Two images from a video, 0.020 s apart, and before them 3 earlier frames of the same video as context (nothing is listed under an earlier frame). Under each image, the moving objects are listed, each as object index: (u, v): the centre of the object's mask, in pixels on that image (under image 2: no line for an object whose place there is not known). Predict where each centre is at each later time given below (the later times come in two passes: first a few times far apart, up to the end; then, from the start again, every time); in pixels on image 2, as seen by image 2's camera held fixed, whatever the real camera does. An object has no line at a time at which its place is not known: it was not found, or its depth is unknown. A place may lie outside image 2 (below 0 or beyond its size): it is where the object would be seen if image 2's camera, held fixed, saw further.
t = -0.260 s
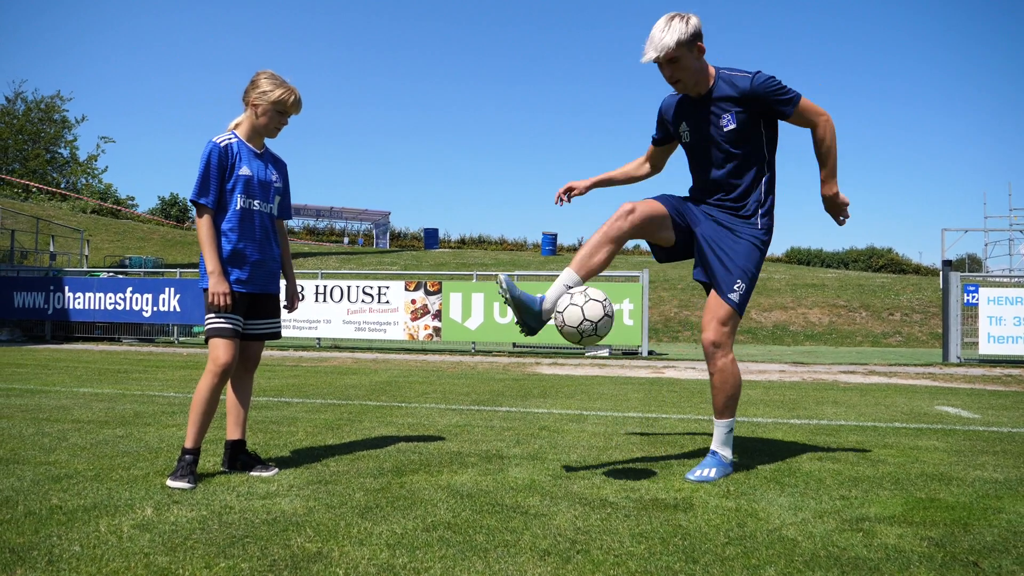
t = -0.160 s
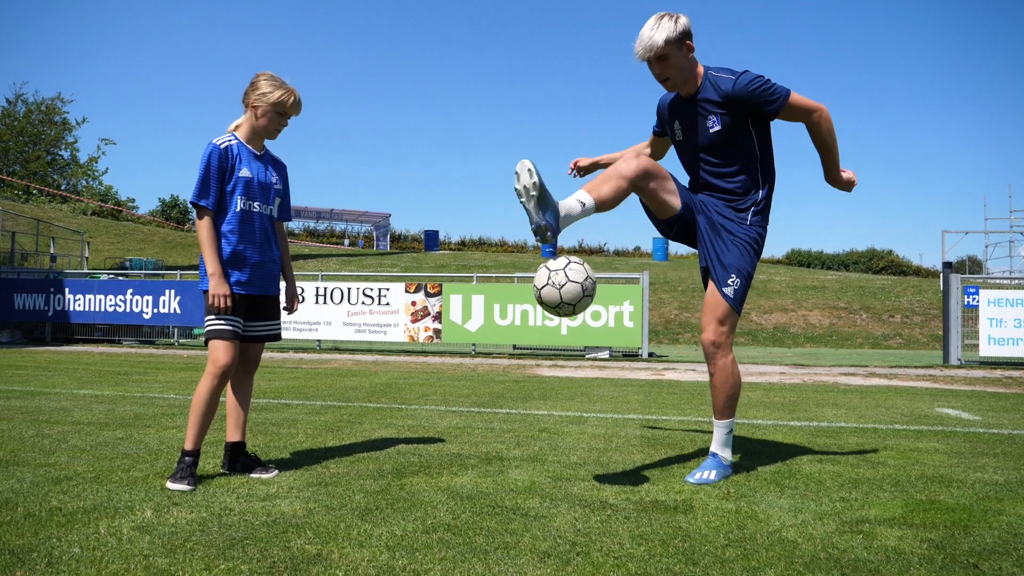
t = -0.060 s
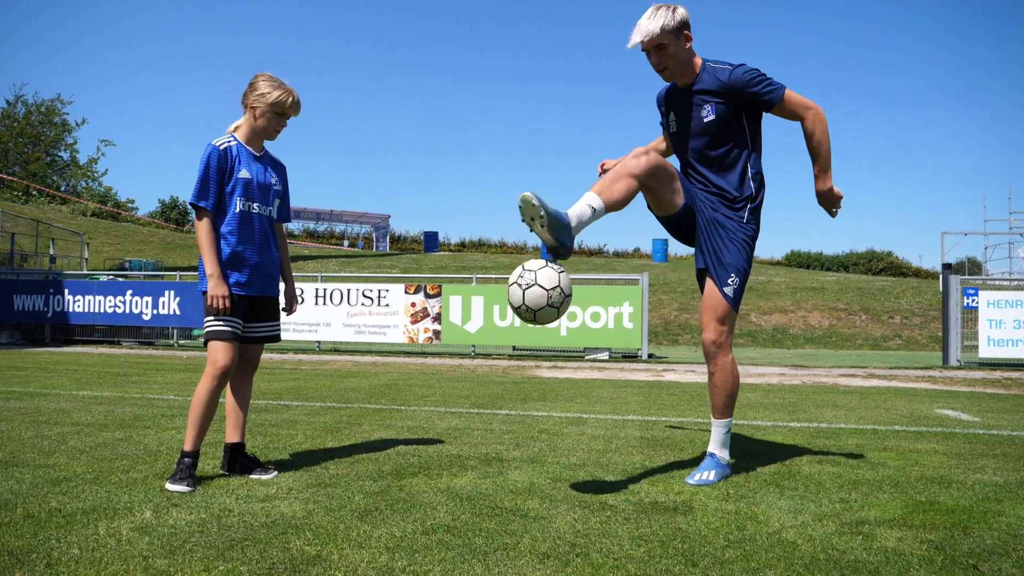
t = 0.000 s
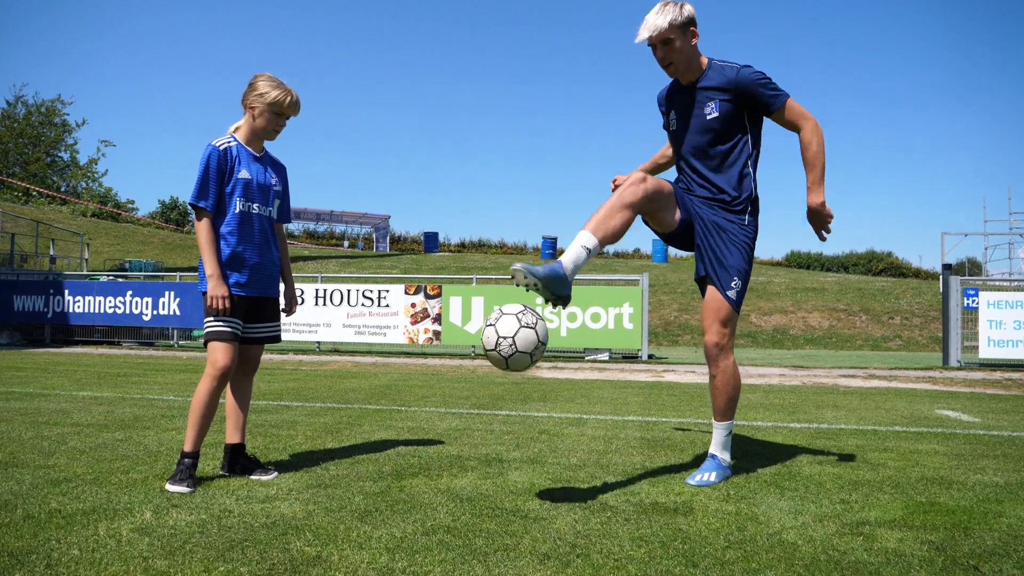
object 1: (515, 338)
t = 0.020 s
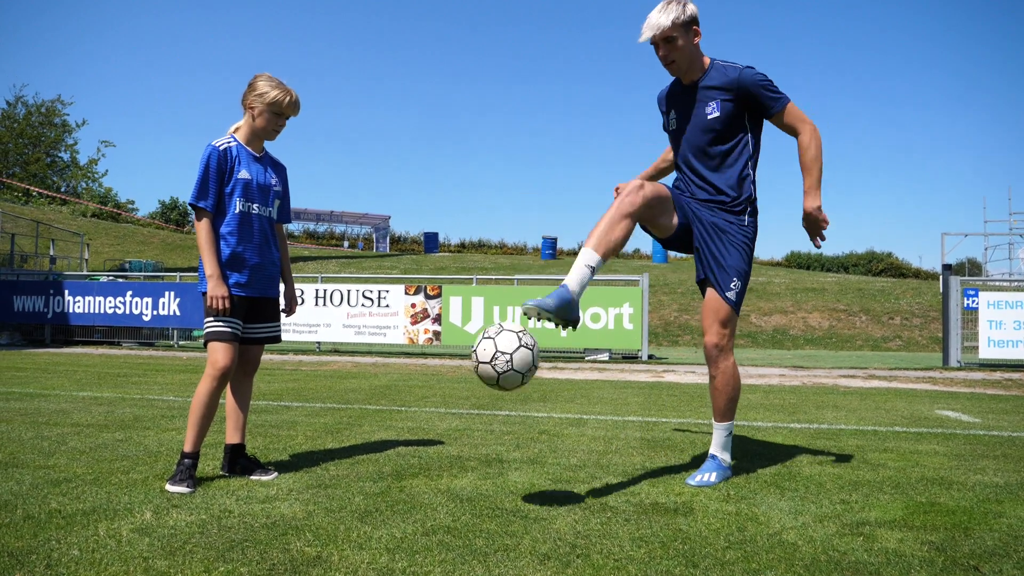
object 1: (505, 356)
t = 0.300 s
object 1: (440, 407)
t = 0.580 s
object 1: (416, 445)
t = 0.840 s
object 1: (399, 468)
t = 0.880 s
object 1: (397, 475)
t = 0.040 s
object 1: (497, 376)
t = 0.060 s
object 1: (487, 397)
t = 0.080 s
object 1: (478, 421)
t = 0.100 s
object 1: (469, 446)
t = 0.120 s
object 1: (459, 472)
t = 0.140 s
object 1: (450, 499)
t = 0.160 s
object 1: (448, 486)
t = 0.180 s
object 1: (448, 471)
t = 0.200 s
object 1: (446, 457)
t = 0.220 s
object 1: (445, 445)
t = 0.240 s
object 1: (444, 433)
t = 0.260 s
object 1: (443, 423)
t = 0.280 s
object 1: (441, 414)
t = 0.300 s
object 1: (440, 407)
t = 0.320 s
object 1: (438, 401)
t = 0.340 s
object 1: (437, 396)
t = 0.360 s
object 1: (435, 392)
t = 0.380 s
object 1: (434, 390)
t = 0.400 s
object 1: (432, 389)
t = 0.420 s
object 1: (430, 390)
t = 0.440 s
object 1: (429, 392)
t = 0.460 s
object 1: (427, 395)
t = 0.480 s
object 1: (425, 400)
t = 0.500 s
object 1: (423, 406)
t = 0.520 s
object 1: (422, 413)
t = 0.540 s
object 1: (420, 423)
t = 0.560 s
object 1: (418, 433)
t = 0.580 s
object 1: (416, 445)
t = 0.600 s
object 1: (414, 459)
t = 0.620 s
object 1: (412, 473)
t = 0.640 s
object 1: (409, 490)
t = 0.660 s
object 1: (407, 504)
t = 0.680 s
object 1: (406, 496)
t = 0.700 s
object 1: (406, 488)
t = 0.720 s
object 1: (405, 480)
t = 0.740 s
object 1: (404, 475)
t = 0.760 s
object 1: (403, 471)
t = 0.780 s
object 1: (402, 468)
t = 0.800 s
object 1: (401, 467)
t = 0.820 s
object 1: (400, 467)
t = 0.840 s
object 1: (399, 468)
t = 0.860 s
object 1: (398, 470)
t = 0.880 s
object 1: (397, 475)
